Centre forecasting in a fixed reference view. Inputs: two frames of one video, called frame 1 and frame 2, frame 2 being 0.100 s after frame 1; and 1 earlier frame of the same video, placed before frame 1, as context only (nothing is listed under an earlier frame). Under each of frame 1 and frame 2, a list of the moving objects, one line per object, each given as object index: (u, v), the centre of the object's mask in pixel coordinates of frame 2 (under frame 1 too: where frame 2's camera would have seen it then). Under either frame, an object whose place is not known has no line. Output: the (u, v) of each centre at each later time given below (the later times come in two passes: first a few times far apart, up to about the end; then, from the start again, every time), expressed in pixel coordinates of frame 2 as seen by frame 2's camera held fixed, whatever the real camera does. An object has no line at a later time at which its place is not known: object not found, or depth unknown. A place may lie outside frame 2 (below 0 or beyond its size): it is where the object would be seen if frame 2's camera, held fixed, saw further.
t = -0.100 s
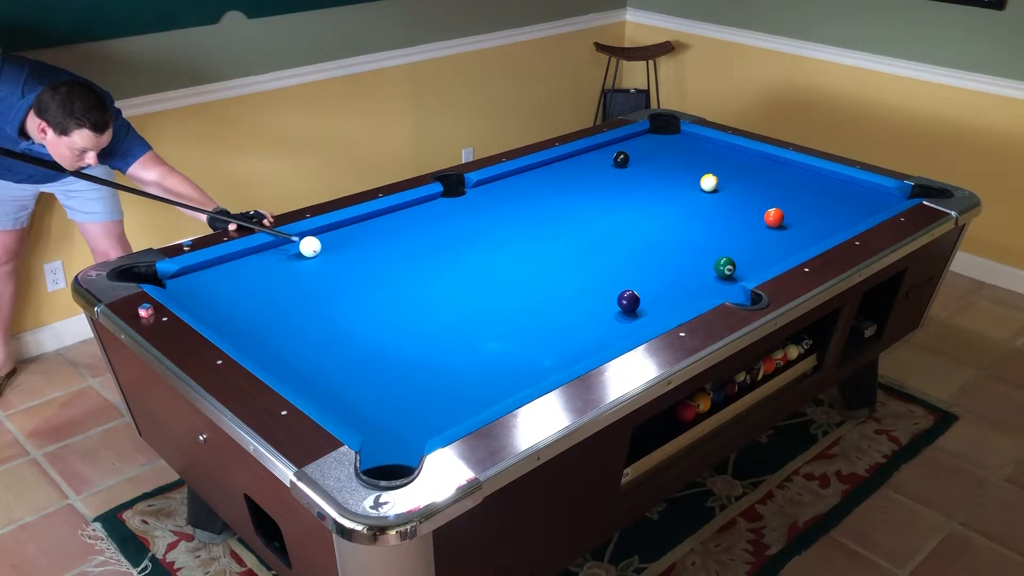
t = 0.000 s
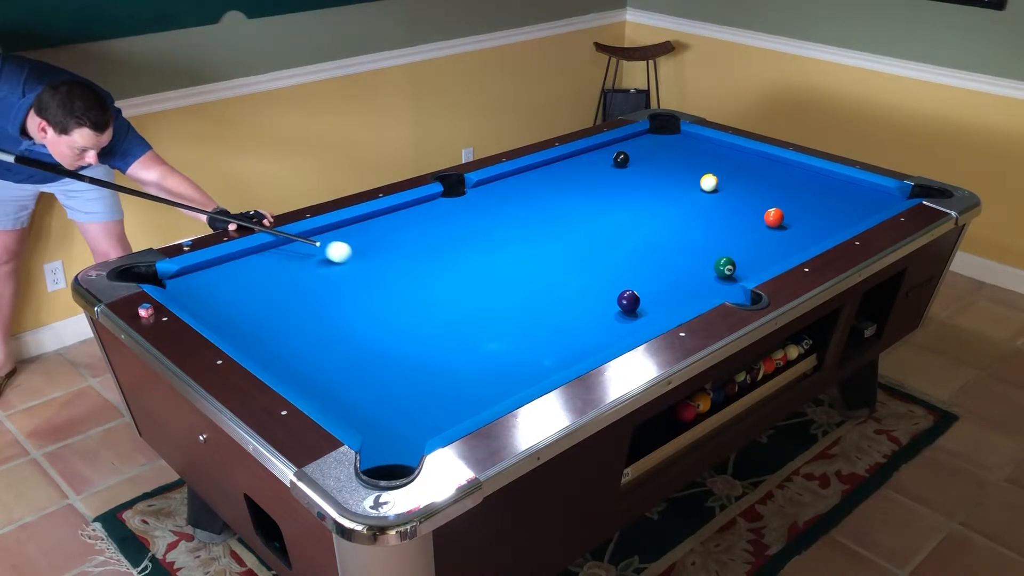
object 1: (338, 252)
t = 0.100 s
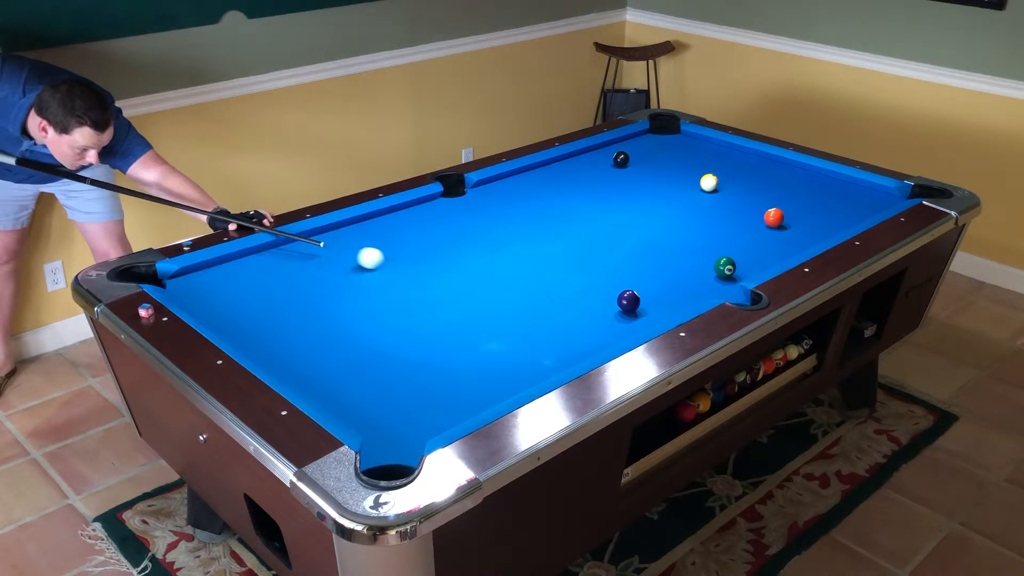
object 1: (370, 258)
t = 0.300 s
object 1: (434, 270)
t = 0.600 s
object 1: (533, 290)
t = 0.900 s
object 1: (614, 311)
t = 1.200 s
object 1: (630, 324)
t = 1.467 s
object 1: (604, 316)
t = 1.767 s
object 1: (577, 308)
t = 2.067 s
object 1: (555, 300)
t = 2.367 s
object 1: (537, 294)
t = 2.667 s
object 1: (522, 289)
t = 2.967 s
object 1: (509, 285)
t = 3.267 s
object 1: (500, 281)
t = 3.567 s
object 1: (494, 279)
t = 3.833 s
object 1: (490, 277)
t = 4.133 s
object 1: (489, 277)
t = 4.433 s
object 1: (489, 277)
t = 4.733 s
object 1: (489, 277)
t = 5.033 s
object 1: (489, 277)
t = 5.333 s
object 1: (489, 277)
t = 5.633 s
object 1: (489, 277)
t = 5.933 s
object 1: (489, 277)
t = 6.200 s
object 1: (489, 277)
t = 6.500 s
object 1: (489, 277)
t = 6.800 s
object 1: (489, 277)
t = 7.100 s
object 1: (489, 277)
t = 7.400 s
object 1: (489, 277)
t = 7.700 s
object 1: (489, 277)
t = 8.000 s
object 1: (489, 277)
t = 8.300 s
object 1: (489, 277)
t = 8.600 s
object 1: (489, 277)
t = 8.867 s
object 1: (489, 277)
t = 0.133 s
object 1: (380, 260)
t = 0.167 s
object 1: (391, 262)
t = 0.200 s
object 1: (402, 264)
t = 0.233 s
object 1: (413, 266)
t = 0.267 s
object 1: (424, 268)
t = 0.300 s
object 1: (434, 270)
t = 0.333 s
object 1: (445, 272)
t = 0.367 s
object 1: (456, 275)
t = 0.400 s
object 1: (467, 277)
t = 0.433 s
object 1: (478, 279)
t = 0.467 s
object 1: (489, 281)
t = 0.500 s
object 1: (500, 283)
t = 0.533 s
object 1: (511, 285)
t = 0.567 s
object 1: (522, 287)
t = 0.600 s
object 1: (533, 290)
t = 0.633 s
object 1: (545, 292)
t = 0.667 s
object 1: (556, 294)
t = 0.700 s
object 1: (567, 296)
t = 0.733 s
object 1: (579, 298)
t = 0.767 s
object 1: (590, 300)
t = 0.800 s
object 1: (601, 302)
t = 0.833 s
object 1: (607, 305)
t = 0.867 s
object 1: (610, 308)
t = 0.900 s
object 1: (614, 311)
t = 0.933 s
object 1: (619, 313)
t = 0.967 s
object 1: (623, 316)
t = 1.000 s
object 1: (627, 319)
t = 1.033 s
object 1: (631, 322)
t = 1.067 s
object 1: (635, 323)
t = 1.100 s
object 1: (639, 325)
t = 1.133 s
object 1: (637, 325)
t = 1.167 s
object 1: (634, 325)
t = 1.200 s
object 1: (630, 324)
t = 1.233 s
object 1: (627, 324)
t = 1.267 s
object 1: (624, 322)
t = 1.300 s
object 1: (620, 321)
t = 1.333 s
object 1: (617, 320)
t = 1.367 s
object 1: (613, 319)
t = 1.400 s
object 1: (610, 318)
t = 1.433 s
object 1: (607, 317)
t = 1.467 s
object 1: (604, 316)
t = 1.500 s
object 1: (600, 315)
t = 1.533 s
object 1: (597, 314)
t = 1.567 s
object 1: (594, 313)
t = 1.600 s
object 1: (591, 312)
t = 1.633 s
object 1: (588, 311)
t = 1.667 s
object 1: (586, 310)
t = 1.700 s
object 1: (583, 310)
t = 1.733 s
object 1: (580, 309)
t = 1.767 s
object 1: (577, 308)
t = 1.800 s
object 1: (575, 307)
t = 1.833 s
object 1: (572, 306)
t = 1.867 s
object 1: (570, 305)
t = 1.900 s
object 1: (567, 305)
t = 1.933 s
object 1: (564, 304)
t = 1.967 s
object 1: (562, 303)
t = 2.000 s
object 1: (560, 302)
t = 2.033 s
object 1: (558, 301)
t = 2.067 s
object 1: (555, 300)
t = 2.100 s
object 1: (553, 300)
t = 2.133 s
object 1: (551, 299)
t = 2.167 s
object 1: (549, 298)
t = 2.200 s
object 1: (547, 297)
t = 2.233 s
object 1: (545, 297)
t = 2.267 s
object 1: (543, 296)
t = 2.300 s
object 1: (541, 295)
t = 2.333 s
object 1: (539, 295)
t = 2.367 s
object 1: (537, 294)
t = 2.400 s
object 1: (535, 293)
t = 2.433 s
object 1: (533, 293)
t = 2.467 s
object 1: (531, 292)
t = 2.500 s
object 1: (530, 291)
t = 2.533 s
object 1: (528, 291)
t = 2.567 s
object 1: (526, 290)
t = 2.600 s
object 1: (525, 290)
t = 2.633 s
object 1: (523, 289)
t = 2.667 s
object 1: (522, 289)
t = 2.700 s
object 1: (520, 288)
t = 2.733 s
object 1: (519, 288)
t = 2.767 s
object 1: (517, 287)
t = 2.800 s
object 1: (516, 287)
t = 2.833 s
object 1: (515, 286)
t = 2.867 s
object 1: (513, 286)
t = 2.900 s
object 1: (512, 285)
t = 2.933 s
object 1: (511, 285)
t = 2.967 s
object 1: (509, 285)
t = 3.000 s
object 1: (508, 284)
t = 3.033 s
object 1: (507, 284)
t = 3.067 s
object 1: (506, 283)
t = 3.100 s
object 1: (505, 283)
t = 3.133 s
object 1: (504, 282)
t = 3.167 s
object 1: (503, 282)
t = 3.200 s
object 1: (502, 282)
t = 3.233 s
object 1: (501, 281)
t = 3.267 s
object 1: (500, 281)
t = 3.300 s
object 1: (499, 281)
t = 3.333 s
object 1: (498, 281)
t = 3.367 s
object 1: (498, 280)
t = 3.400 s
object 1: (497, 280)
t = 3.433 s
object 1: (496, 280)
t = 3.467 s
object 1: (495, 279)
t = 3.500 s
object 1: (495, 279)
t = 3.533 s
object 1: (494, 279)
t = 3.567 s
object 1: (494, 279)
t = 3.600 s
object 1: (493, 278)
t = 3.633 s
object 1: (493, 278)
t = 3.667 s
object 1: (492, 278)
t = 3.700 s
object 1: (492, 278)
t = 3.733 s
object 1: (491, 278)
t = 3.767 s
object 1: (491, 277)
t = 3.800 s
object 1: (491, 277)
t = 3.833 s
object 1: (490, 277)
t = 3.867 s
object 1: (490, 277)
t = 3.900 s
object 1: (490, 277)
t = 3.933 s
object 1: (489, 277)
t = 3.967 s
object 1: (489, 277)
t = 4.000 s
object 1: (489, 277)
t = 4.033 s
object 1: (489, 277)
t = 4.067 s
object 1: (489, 277)
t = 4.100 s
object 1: (489, 277)
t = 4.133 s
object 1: (489, 277)
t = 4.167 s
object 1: (489, 277)
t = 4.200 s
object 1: (489, 277)
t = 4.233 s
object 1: (489, 277)
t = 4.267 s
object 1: (489, 277)
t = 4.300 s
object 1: (489, 277)
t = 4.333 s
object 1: (489, 277)
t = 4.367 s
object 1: (489, 277)
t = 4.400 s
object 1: (489, 277)
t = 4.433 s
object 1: (489, 277)
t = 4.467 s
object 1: (489, 277)
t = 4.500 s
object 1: (489, 277)
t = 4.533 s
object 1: (489, 277)
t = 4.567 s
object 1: (489, 277)
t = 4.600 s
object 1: (489, 277)
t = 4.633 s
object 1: (489, 277)
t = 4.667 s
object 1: (489, 277)
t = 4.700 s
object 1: (489, 277)
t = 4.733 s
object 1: (489, 277)
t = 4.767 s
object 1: (489, 277)
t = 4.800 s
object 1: (489, 277)
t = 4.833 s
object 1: (489, 277)
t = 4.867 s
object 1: (489, 277)
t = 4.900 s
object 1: (489, 277)
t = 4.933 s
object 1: (489, 277)
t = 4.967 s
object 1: (489, 277)
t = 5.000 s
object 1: (489, 277)
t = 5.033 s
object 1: (489, 277)
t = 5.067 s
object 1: (489, 277)
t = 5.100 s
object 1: (489, 277)
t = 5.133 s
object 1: (489, 277)
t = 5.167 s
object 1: (489, 277)
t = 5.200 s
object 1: (489, 277)
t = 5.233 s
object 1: (489, 277)
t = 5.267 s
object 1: (489, 277)
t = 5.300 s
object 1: (489, 277)
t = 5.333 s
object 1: (489, 277)
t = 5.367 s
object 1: (489, 277)
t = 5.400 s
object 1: (489, 277)
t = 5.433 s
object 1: (489, 277)
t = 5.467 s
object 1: (489, 277)
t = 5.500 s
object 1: (489, 277)
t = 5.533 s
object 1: (489, 277)
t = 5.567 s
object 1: (489, 277)
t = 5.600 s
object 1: (489, 277)
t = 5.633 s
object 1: (489, 277)
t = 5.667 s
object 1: (489, 277)
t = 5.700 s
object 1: (489, 277)
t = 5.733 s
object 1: (489, 277)
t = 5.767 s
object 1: (489, 277)
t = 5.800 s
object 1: (489, 277)
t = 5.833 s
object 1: (489, 277)
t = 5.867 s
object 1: (489, 277)
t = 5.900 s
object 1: (489, 277)
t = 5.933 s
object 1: (489, 277)
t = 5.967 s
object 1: (489, 277)
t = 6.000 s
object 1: (489, 277)
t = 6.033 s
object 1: (489, 277)
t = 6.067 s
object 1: (489, 277)
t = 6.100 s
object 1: (489, 277)
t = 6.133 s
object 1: (489, 277)
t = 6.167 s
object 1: (489, 277)
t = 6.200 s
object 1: (489, 277)
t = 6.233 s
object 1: (489, 277)
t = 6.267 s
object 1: (489, 277)
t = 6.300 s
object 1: (489, 277)
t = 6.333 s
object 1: (489, 277)
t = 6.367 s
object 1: (489, 277)
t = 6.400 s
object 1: (489, 277)
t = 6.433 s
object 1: (489, 277)
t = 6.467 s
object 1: (489, 277)
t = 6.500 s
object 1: (489, 277)
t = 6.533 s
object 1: (489, 277)
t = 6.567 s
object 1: (489, 277)
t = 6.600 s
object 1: (489, 277)
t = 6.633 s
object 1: (489, 277)
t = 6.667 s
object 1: (489, 277)
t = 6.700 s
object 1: (489, 277)
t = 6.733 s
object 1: (489, 277)
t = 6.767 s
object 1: (489, 277)
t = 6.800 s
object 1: (489, 277)
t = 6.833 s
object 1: (489, 277)
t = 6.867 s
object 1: (489, 277)
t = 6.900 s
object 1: (489, 277)
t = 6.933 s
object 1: (489, 277)
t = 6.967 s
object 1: (489, 277)
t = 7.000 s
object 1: (489, 277)
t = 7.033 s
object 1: (489, 277)
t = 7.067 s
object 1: (489, 277)
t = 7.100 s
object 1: (489, 277)
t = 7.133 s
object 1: (489, 277)
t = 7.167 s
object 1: (489, 277)
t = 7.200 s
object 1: (489, 277)
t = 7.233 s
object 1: (489, 277)
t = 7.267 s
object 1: (489, 277)
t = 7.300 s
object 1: (489, 277)
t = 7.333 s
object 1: (489, 277)
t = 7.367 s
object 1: (489, 277)
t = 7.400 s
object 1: (489, 277)
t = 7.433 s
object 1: (489, 277)
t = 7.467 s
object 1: (489, 277)
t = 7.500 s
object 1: (489, 277)
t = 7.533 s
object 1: (489, 277)
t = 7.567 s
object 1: (489, 277)
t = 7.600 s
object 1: (489, 277)
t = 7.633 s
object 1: (489, 277)
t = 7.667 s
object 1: (489, 277)
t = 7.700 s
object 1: (489, 277)
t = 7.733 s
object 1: (489, 277)
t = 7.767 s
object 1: (489, 277)
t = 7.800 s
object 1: (489, 277)
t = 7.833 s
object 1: (489, 277)
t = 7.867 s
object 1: (489, 277)
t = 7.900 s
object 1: (489, 277)
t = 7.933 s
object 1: (489, 277)
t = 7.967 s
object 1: (489, 277)
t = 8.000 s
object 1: (489, 277)
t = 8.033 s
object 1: (489, 277)
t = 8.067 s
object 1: (489, 277)
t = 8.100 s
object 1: (489, 277)
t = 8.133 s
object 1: (489, 277)
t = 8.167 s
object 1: (489, 277)
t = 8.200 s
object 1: (489, 277)
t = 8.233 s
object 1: (489, 277)
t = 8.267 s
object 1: (489, 277)
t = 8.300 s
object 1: (489, 277)
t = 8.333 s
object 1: (489, 277)
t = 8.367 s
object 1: (489, 277)
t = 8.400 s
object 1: (489, 277)
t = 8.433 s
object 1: (489, 277)
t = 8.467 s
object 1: (489, 277)
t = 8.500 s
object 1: (489, 277)
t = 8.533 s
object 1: (489, 277)
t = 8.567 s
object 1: (489, 277)
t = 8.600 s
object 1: (489, 277)
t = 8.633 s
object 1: (489, 277)
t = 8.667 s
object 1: (489, 277)
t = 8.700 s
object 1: (489, 277)
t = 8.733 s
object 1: (489, 277)
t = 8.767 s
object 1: (489, 277)
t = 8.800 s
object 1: (489, 277)
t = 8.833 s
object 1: (489, 277)
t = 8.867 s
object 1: (489, 277)
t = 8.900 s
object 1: (489, 277)
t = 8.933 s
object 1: (489, 277)
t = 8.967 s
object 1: (489, 277)
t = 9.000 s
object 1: (489, 277)
